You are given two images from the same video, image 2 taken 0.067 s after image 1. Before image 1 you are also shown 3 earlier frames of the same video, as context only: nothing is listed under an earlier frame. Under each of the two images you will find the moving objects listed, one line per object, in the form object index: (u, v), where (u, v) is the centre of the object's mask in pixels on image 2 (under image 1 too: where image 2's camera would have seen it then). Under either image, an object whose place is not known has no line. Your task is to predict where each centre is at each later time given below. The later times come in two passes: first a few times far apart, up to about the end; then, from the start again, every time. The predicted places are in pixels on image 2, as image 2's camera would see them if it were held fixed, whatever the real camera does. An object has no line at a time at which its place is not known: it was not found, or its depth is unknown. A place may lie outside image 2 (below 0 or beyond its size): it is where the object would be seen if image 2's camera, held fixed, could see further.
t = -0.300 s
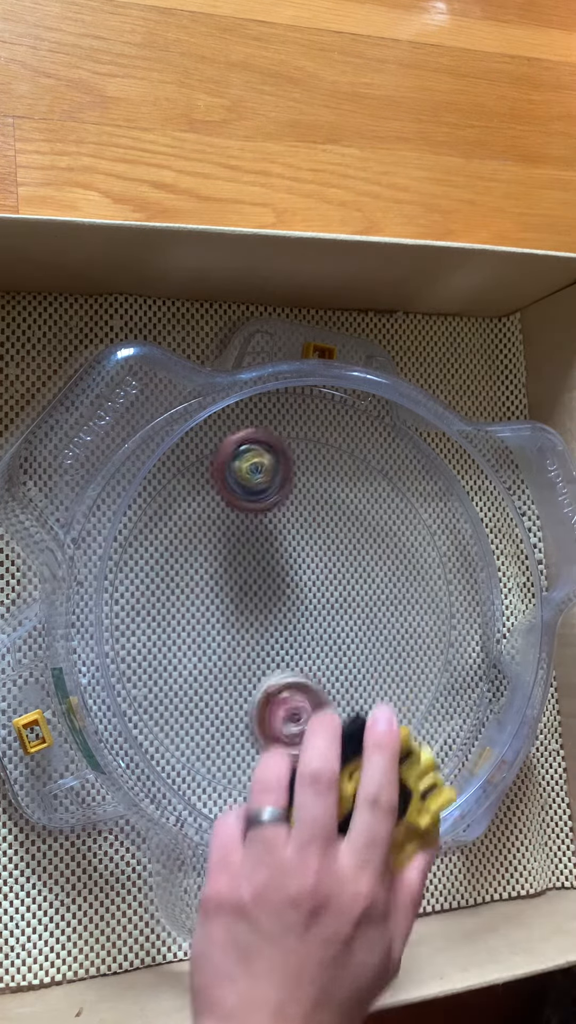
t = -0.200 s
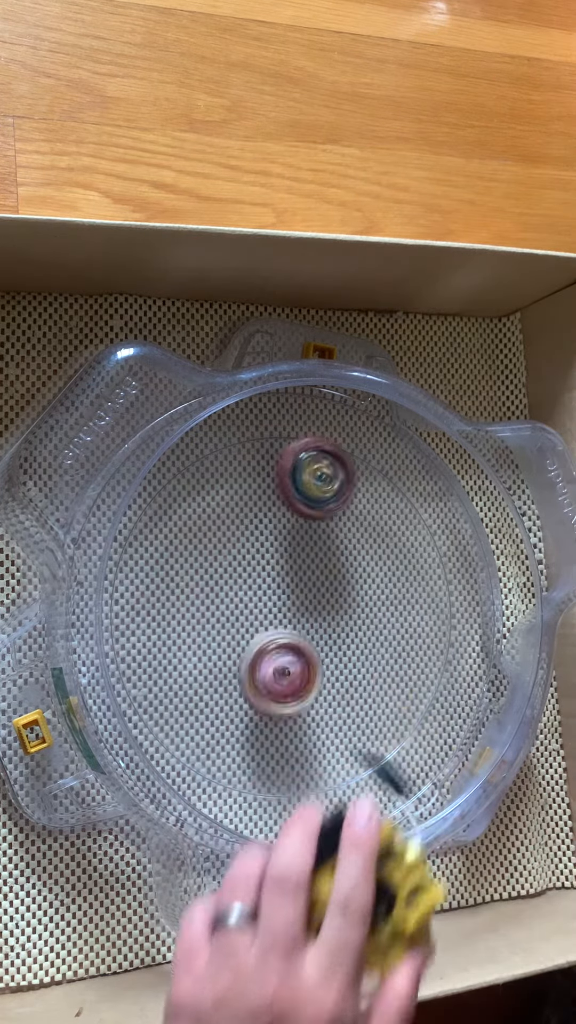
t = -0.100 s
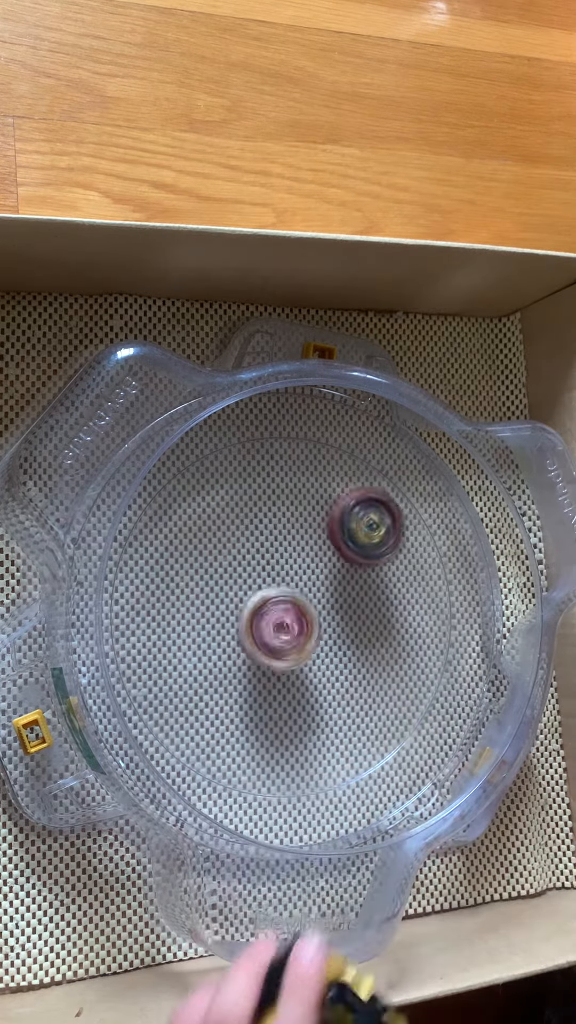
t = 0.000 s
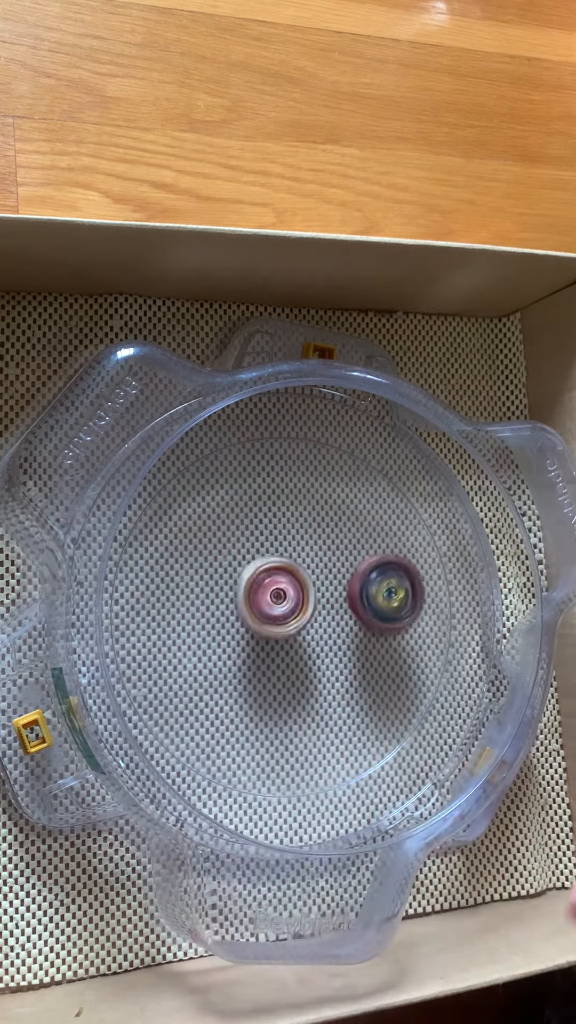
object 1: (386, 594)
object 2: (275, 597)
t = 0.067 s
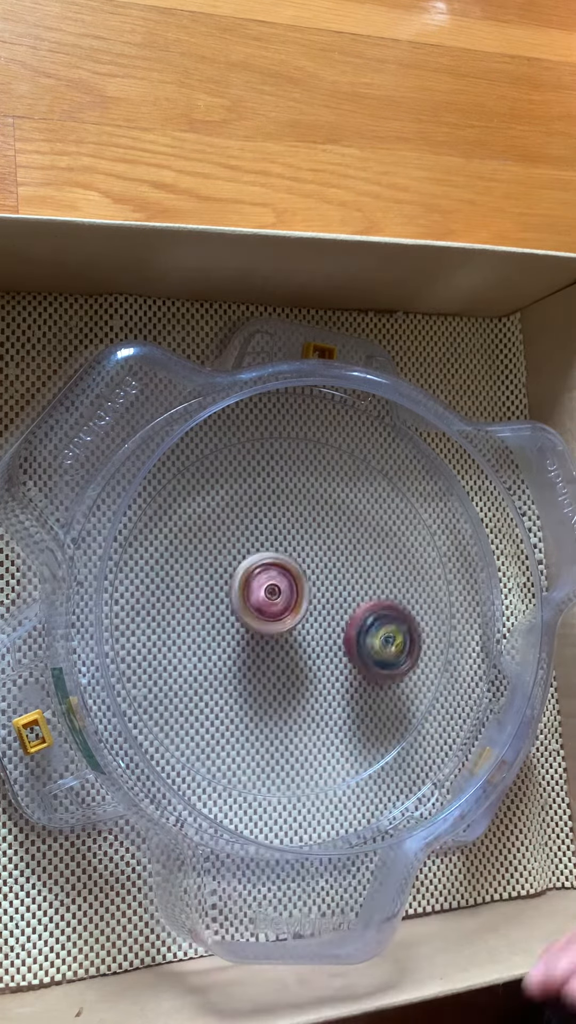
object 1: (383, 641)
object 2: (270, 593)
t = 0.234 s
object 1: (323, 733)
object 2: (248, 611)
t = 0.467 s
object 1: (186, 702)
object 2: (276, 639)
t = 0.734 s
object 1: (239, 533)
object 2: (320, 606)
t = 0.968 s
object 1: (361, 480)
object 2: (337, 586)
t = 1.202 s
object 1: (414, 571)
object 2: (308, 589)
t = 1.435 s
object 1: (331, 676)
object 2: (262, 622)
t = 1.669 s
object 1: (234, 704)
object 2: (213, 606)
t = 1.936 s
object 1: (237, 630)
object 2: (219, 535)
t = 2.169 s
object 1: (340, 650)
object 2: (257, 508)
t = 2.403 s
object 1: (348, 704)
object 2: (322, 536)
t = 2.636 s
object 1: (300, 622)
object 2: (399, 595)
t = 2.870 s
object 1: (351, 538)
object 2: (405, 646)
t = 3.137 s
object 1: (364, 599)
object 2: (333, 686)
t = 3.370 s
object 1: (259, 609)
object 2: (241, 701)
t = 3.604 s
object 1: (213, 542)
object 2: (191, 654)
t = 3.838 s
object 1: (286, 565)
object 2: (206, 574)
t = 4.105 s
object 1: (294, 684)
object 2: (275, 507)
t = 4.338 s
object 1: (232, 689)
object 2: (348, 522)
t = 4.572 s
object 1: (283, 602)
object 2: (392, 587)
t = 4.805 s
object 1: (361, 578)
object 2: (387, 661)
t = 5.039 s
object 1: (353, 572)
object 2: (315, 670)
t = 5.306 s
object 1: (279, 565)
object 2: (204, 637)
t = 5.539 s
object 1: (261, 549)
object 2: (195, 583)
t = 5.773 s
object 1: (311, 602)
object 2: (240, 558)
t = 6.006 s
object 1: (284, 675)
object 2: (338, 556)
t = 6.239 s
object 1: (245, 633)
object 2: (391, 599)
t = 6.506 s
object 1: (318, 589)
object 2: (359, 661)
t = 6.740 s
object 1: (361, 635)
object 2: (281, 684)
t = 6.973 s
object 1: (298, 640)
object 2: (214, 638)
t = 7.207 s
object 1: (309, 585)
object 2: (223, 571)
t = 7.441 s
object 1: (374, 582)
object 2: (304, 541)
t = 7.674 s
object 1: (376, 650)
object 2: (349, 568)
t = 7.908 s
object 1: (309, 701)
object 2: (337, 614)
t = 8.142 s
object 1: (231, 694)
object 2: (294, 627)
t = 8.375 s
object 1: (207, 623)
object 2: (282, 581)
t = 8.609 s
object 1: (251, 572)
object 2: (333, 529)
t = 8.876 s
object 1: (274, 608)
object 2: (349, 562)
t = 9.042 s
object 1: (246, 657)
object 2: (335, 603)
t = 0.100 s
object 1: (376, 663)
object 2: (264, 594)
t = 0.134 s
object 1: (367, 683)
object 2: (259, 597)
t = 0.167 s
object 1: (354, 703)
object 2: (254, 600)
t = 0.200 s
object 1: (340, 720)
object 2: (250, 605)
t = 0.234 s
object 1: (323, 733)
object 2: (248, 611)
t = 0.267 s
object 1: (303, 743)
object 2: (248, 616)
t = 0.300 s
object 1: (282, 749)
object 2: (249, 622)
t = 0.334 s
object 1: (260, 750)
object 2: (252, 628)
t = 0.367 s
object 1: (239, 746)
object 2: (256, 633)
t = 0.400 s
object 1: (219, 737)
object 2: (262, 637)
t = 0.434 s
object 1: (201, 722)
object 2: (269, 639)
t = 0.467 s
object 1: (186, 702)
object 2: (276, 639)
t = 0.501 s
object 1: (176, 678)
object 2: (283, 637)
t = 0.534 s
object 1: (171, 653)
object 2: (290, 635)
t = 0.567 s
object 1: (172, 628)
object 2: (296, 631)
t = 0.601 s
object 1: (178, 603)
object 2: (301, 627)
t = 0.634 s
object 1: (188, 581)
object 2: (306, 622)
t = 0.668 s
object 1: (203, 562)
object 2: (311, 617)
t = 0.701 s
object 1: (220, 546)
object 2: (316, 612)
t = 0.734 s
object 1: (239, 533)
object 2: (320, 606)
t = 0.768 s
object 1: (261, 523)
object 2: (323, 599)
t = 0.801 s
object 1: (282, 518)
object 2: (324, 594)
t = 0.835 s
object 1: (299, 510)
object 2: (328, 591)
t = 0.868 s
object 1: (314, 497)
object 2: (333, 593)
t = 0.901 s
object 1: (329, 488)
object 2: (335, 592)
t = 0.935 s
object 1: (345, 483)
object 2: (336, 590)
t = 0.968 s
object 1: (361, 480)
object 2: (337, 586)
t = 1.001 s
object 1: (378, 480)
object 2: (335, 582)
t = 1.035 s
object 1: (395, 483)
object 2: (331, 579)
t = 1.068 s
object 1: (405, 494)
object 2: (327, 578)
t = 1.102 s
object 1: (414, 511)
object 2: (322, 578)
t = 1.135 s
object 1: (419, 531)
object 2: (317, 580)
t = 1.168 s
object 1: (419, 551)
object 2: (313, 584)
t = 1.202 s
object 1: (414, 571)
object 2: (308, 589)
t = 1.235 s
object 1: (404, 592)
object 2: (305, 595)
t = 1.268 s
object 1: (392, 610)
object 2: (302, 601)
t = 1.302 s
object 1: (379, 627)
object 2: (298, 606)
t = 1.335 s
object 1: (372, 642)
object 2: (286, 611)
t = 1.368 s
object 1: (360, 655)
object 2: (277, 615)
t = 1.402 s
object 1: (345, 666)
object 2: (269, 620)
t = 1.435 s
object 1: (331, 676)
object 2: (262, 622)
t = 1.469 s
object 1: (319, 686)
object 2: (251, 622)
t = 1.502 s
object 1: (305, 693)
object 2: (243, 623)
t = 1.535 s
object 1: (289, 698)
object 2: (237, 625)
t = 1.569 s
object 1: (275, 703)
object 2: (230, 623)
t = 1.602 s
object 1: (260, 704)
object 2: (224, 620)
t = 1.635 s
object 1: (246, 704)
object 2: (219, 616)
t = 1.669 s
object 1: (234, 704)
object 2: (213, 606)
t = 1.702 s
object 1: (222, 698)
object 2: (209, 597)
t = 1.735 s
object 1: (213, 689)
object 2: (207, 592)
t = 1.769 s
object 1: (207, 678)
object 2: (207, 584)
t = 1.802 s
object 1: (206, 668)
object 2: (207, 571)
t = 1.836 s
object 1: (208, 658)
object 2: (209, 562)
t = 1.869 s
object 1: (214, 645)
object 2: (212, 555)
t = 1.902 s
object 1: (224, 637)
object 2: (215, 546)
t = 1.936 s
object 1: (237, 630)
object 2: (219, 535)
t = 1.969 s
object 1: (252, 626)
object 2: (222, 526)
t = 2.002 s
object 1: (268, 625)
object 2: (227, 520)
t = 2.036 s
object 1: (285, 627)
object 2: (232, 516)
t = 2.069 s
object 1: (300, 631)
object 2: (237, 512)
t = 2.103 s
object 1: (315, 636)
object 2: (244, 510)
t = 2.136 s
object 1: (328, 643)
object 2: (250, 508)
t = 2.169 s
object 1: (340, 650)
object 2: (257, 508)
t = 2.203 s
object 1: (350, 659)
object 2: (264, 509)
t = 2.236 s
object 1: (358, 669)
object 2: (272, 511)
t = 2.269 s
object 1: (363, 678)
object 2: (282, 515)
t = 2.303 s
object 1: (365, 689)
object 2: (291, 519)
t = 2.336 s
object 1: (363, 697)
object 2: (300, 523)
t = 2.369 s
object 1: (357, 703)
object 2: (311, 529)
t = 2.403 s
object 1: (348, 704)
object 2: (322, 536)
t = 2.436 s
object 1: (338, 702)
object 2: (333, 543)
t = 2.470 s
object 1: (327, 695)
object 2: (347, 551)
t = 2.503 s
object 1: (317, 684)
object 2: (358, 559)
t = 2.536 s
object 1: (309, 671)
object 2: (369, 568)
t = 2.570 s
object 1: (303, 655)
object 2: (379, 577)
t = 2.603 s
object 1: (300, 638)
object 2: (390, 587)
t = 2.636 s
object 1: (300, 622)
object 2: (399, 595)
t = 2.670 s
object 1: (303, 605)
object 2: (404, 603)
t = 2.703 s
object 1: (308, 589)
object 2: (408, 613)
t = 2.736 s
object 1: (314, 576)
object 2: (411, 621)
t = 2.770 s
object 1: (321, 563)
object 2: (412, 628)
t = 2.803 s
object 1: (330, 552)
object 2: (412, 634)
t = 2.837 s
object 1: (340, 544)
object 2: (409, 641)
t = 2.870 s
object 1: (351, 538)
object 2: (405, 646)
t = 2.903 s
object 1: (362, 537)
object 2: (400, 651)
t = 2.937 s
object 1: (372, 539)
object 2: (394, 655)
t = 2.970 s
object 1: (379, 544)
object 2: (385, 660)
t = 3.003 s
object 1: (384, 553)
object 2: (377, 665)
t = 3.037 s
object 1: (384, 563)
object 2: (367, 670)
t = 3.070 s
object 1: (381, 575)
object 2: (357, 675)
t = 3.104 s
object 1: (374, 588)
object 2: (345, 680)
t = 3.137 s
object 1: (364, 599)
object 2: (333, 686)
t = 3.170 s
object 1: (350, 608)
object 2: (318, 692)
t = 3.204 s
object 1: (335, 614)
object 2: (306, 696)
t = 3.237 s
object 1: (320, 616)
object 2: (291, 700)
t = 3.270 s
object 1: (305, 617)
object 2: (277, 702)
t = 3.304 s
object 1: (290, 616)
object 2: (264, 704)
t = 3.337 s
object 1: (274, 614)
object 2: (252, 703)
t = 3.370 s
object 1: (259, 609)
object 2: (241, 701)
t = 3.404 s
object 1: (245, 603)
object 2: (229, 697)
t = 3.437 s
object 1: (233, 596)
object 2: (219, 693)
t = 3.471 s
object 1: (223, 587)
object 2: (210, 686)
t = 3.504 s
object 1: (215, 576)
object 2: (202, 679)
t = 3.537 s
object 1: (210, 565)
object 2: (196, 672)
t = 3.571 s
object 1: (210, 553)
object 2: (193, 663)
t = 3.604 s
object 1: (213, 542)
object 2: (191, 654)
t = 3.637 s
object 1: (220, 535)
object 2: (189, 643)
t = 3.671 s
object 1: (230, 530)
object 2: (189, 634)
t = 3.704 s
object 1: (241, 529)
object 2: (190, 622)
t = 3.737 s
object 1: (254, 532)
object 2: (192, 610)
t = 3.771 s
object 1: (266, 540)
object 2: (196, 598)
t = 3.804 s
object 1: (277, 551)
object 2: (200, 586)
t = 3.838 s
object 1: (286, 565)
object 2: (206, 574)
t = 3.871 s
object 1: (293, 579)
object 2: (212, 562)
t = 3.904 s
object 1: (298, 593)
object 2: (218, 550)
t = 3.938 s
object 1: (300, 609)
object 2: (226, 540)
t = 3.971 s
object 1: (302, 625)
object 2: (234, 531)
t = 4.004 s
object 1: (302, 640)
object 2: (244, 523)
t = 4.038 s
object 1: (301, 656)
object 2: (254, 517)
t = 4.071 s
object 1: (299, 670)
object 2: (265, 510)
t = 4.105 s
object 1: (294, 684)
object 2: (275, 507)
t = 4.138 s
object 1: (287, 695)
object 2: (287, 505)
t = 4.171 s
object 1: (279, 704)
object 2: (298, 504)
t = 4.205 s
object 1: (269, 710)
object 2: (307, 505)
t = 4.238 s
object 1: (258, 713)
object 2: (319, 508)
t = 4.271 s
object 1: (247, 710)
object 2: (329, 510)
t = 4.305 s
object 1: (238, 702)
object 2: (339, 516)
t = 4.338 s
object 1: (232, 689)
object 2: (348, 522)
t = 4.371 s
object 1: (231, 675)
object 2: (356, 528)
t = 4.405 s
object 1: (232, 660)
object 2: (365, 536)
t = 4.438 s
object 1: (238, 644)
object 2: (373, 544)
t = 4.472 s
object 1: (246, 630)
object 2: (378, 554)
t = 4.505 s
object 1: (258, 619)
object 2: (384, 565)
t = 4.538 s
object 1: (269, 610)
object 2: (390, 575)
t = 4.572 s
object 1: (283, 602)
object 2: (392, 587)
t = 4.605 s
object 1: (295, 595)
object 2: (394, 600)
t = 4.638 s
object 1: (310, 590)
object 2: (395, 611)
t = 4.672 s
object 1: (323, 587)
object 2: (395, 624)
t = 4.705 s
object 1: (337, 585)
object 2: (395, 639)
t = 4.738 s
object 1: (348, 584)
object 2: (394, 649)
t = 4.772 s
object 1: (356, 582)
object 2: (391, 656)
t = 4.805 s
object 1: (361, 578)
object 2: (387, 661)
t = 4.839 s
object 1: (363, 574)
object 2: (380, 664)
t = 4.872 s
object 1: (365, 571)
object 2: (373, 667)
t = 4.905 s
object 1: (365, 570)
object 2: (365, 669)
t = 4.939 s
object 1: (364, 570)
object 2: (354, 669)
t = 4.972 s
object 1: (362, 569)
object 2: (342, 670)
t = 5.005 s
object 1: (358, 570)
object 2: (330, 670)
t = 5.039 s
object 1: (353, 572)
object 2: (315, 670)
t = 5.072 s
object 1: (346, 574)
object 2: (300, 669)
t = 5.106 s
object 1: (338, 575)
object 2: (283, 667)
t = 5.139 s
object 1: (330, 575)
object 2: (267, 665)
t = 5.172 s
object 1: (319, 576)
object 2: (252, 661)
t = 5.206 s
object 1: (308, 574)
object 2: (238, 656)
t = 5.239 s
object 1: (298, 572)
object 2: (225, 651)
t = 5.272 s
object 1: (288, 569)
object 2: (214, 644)
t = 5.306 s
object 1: (279, 565)
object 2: (204, 637)
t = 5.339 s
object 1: (272, 560)
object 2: (197, 628)
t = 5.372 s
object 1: (267, 557)
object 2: (192, 619)
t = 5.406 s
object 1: (263, 554)
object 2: (189, 612)
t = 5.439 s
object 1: (259, 550)
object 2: (187, 604)
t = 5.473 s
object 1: (259, 548)
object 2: (189, 596)
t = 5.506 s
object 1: (259, 548)
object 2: (192, 589)
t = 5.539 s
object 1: (261, 549)
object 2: (195, 583)
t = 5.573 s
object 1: (271, 549)
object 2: (195, 580)
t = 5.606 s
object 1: (281, 552)
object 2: (198, 574)
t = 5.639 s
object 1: (289, 558)
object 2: (203, 570)
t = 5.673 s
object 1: (298, 567)
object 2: (210, 567)
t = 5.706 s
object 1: (305, 578)
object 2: (218, 563)
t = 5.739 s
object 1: (308, 590)
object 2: (227, 562)
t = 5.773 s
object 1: (311, 602)
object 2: (240, 558)
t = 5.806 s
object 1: (312, 615)
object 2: (251, 557)
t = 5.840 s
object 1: (311, 627)
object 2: (266, 555)
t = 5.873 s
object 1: (310, 638)
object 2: (279, 552)
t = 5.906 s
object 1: (306, 650)
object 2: (295, 553)
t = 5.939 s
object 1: (300, 660)
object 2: (310, 551)
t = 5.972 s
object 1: (293, 668)
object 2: (323, 555)
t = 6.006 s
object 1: (284, 675)
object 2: (338, 556)
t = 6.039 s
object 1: (274, 678)
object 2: (349, 561)
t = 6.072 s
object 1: (266, 678)
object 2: (362, 566)
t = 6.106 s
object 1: (256, 674)
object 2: (370, 571)
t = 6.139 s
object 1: (249, 666)
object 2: (378, 577)
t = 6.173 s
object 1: (245, 657)
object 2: (384, 584)
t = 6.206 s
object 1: (244, 645)
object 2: (388, 592)
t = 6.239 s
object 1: (245, 633)
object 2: (391, 599)
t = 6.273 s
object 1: (250, 622)
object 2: (391, 607)
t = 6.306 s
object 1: (256, 613)
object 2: (390, 614)
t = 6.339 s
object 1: (265, 604)
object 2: (387, 622)
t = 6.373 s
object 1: (275, 598)
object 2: (385, 630)
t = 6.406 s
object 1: (286, 594)
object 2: (379, 638)
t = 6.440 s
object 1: (297, 590)
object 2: (374, 647)
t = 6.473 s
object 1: (308, 589)
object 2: (366, 653)
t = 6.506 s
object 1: (318, 589)
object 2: (359, 661)
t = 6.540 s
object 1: (330, 590)
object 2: (349, 668)
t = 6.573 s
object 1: (339, 595)
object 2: (339, 675)
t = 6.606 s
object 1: (347, 601)
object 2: (329, 679)
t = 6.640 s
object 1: (355, 608)
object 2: (317, 683)
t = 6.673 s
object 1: (359, 616)
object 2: (306, 684)
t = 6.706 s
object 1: (362, 624)
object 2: (293, 685)
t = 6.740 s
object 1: (361, 635)
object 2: (281, 684)
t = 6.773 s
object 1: (356, 642)
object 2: (268, 681)
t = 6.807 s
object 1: (350, 648)
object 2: (257, 677)
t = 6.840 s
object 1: (340, 653)
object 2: (245, 671)
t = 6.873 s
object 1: (329, 653)
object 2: (235, 665)
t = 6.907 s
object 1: (319, 652)
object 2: (227, 657)
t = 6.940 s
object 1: (308, 648)
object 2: (220, 649)
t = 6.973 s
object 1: (298, 640)
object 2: (214, 638)
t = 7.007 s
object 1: (290, 633)
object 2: (210, 628)
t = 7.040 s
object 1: (284, 624)
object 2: (207, 617)
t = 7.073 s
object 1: (282, 614)
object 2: (206, 609)
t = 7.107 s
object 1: (286, 605)
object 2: (207, 599)
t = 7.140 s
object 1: (292, 598)
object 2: (209, 589)
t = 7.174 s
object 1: (300, 592)
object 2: (216, 578)
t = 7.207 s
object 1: (309, 585)
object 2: (223, 571)
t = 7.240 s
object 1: (320, 581)
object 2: (233, 563)
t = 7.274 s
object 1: (330, 577)
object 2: (242, 558)
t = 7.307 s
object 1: (341, 574)
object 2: (254, 551)
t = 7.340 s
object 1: (350, 574)
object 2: (265, 548)
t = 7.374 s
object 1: (359, 574)
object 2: (279, 542)
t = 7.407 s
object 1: (368, 578)
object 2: (290, 543)
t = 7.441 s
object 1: (374, 582)
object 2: (304, 541)
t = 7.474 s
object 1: (383, 590)
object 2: (312, 541)
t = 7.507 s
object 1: (388, 600)
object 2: (321, 542)
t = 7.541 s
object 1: (392, 610)
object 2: (328, 546)
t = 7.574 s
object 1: (390, 621)
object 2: (336, 551)
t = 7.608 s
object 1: (387, 630)
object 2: (340, 557)
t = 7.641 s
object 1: (381, 639)
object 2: (346, 563)
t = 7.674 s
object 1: (376, 650)
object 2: (349, 568)
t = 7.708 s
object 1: (368, 661)
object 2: (349, 572)
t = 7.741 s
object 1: (360, 670)
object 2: (350, 580)
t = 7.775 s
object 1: (351, 678)
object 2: (349, 586)
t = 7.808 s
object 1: (341, 685)
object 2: (347, 594)
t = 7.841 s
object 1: (330, 690)
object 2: (344, 602)
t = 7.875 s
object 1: (318, 696)
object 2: (341, 609)
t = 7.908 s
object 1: (309, 701)
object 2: (337, 614)
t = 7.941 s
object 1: (297, 706)
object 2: (333, 618)
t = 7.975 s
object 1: (286, 708)
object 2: (327, 620)
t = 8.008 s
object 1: (275, 710)
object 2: (322, 624)
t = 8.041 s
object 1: (263, 708)
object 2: (315, 625)
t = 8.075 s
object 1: (251, 706)
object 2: (309, 627)
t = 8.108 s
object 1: (240, 701)
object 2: (301, 627)
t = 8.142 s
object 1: (231, 694)
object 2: (294, 627)
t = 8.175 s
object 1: (222, 685)
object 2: (285, 626)
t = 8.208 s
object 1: (216, 675)
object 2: (280, 624)
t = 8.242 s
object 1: (209, 665)
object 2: (277, 617)
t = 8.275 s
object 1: (206, 656)
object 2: (277, 607)
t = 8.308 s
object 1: (205, 643)
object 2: (277, 598)
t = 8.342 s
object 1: (206, 633)
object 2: (278, 589)
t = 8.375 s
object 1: (207, 623)
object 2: (282, 581)
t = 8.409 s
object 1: (208, 615)
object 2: (289, 570)
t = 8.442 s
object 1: (212, 605)
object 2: (297, 558)
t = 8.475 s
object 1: (217, 596)
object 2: (306, 547)
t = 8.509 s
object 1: (225, 588)
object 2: (313, 541)
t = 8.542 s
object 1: (233, 582)
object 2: (320, 534)
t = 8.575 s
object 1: (242, 577)
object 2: (328, 531)
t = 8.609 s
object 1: (251, 572)
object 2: (333, 529)
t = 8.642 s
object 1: (261, 569)
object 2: (337, 532)
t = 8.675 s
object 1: (269, 568)
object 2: (340, 533)
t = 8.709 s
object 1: (278, 570)
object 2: (346, 532)
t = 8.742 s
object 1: (281, 575)
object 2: (348, 536)
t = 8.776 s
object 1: (283, 581)
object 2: (348, 540)
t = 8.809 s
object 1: (281, 590)
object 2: (349, 547)
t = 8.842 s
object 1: (278, 600)
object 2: (350, 553)
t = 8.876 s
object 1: (274, 608)
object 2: (349, 562)
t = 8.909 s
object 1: (271, 617)
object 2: (345, 570)
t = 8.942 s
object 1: (267, 625)
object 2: (342, 579)
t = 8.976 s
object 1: (264, 633)
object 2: (336, 591)
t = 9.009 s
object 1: (254, 646)
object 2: (336, 598)
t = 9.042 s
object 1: (246, 657)
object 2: (335, 603)
